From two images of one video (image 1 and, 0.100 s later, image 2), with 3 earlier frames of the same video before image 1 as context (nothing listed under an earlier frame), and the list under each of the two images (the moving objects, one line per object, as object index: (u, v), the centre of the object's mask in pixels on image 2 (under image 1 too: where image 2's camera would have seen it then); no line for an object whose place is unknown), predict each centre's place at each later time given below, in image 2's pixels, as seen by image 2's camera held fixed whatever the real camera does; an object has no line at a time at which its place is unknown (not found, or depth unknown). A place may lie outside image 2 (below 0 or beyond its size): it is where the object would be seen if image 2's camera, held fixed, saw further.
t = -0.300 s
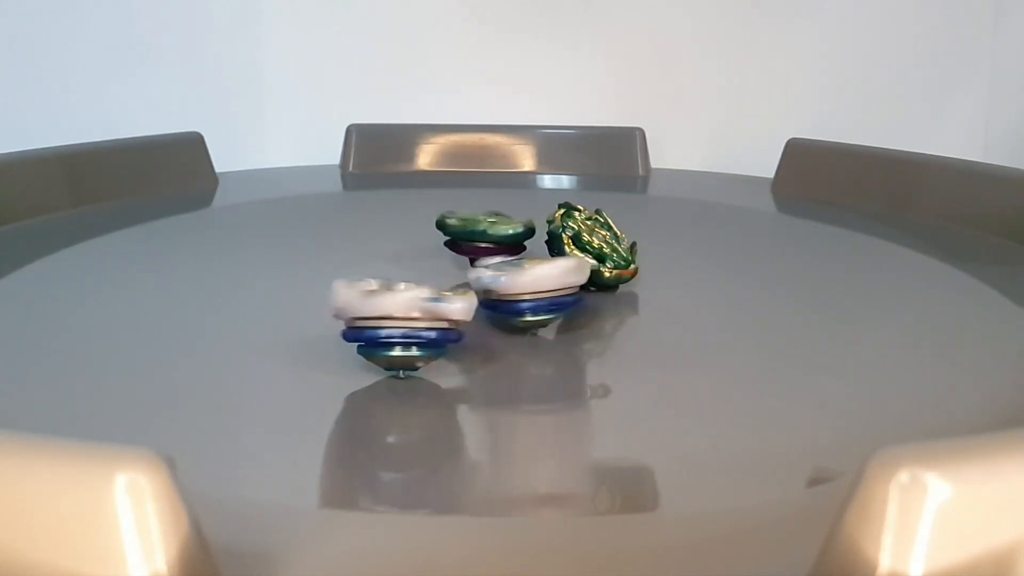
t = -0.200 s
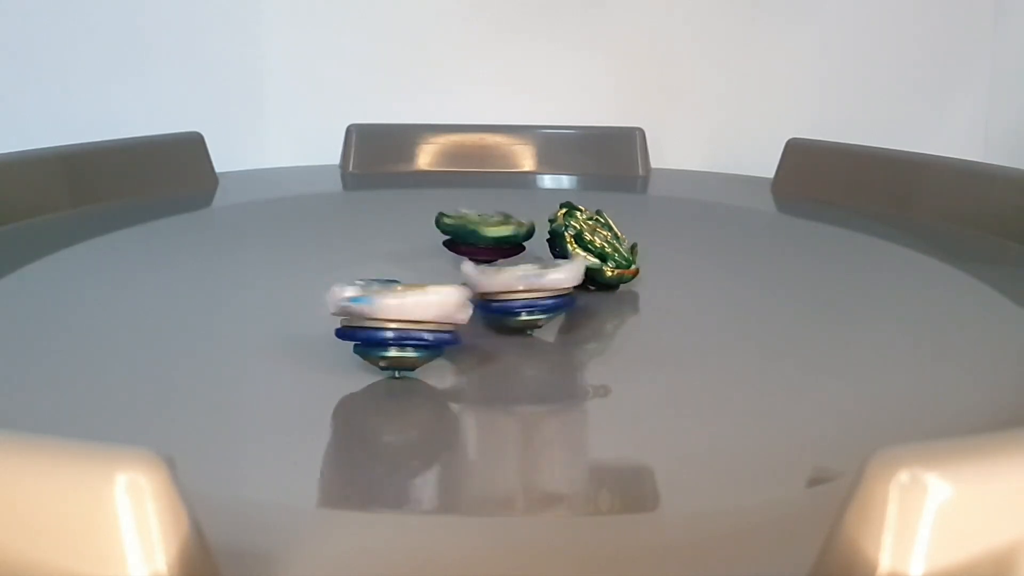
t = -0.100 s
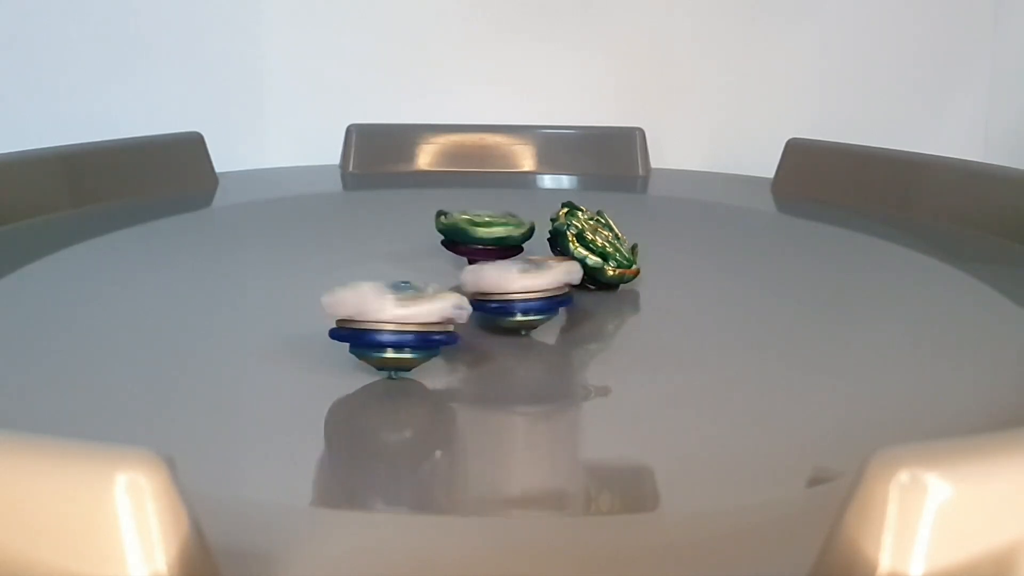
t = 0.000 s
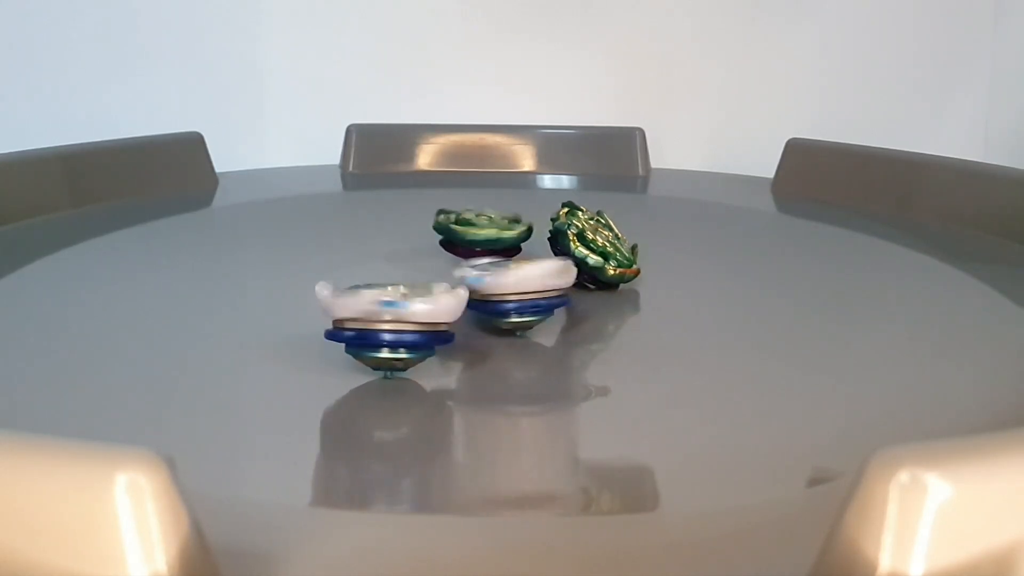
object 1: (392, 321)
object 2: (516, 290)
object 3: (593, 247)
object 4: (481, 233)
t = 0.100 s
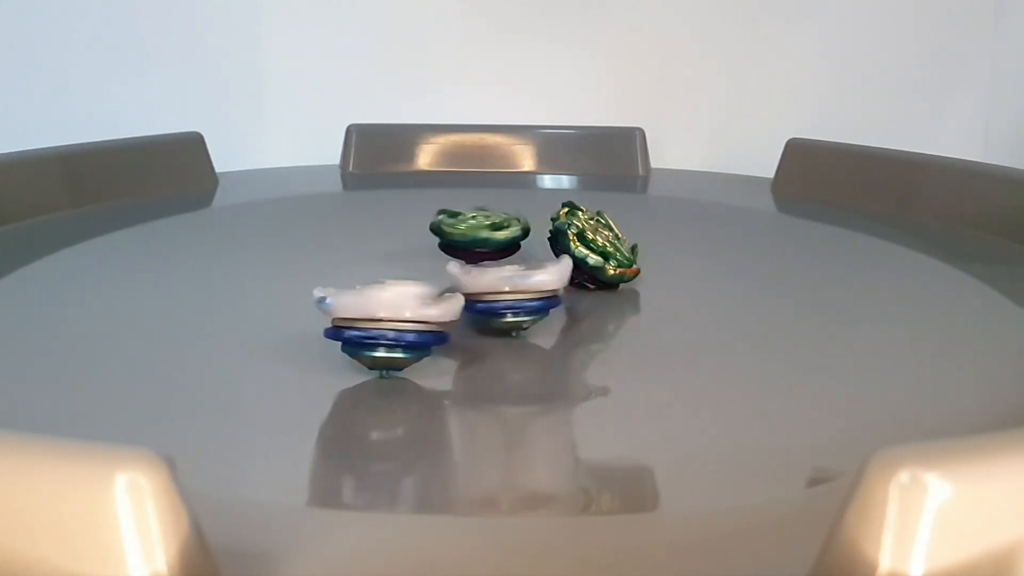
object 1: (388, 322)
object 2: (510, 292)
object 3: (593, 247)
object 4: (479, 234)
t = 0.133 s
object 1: (386, 321)
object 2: (509, 292)
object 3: (593, 247)
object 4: (479, 233)
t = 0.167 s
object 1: (385, 320)
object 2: (508, 291)
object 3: (592, 247)
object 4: (477, 233)
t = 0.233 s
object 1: (383, 320)
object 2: (506, 293)
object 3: (592, 248)
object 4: (476, 234)
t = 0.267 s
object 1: (382, 319)
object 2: (504, 292)
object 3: (592, 248)
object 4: (476, 234)
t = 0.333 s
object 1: (381, 320)
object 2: (500, 292)
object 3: (591, 248)
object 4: (474, 234)
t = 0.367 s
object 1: (379, 321)
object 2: (500, 291)
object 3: (591, 249)
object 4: (475, 235)
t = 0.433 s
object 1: (378, 320)
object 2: (497, 292)
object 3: (591, 248)
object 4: (474, 235)
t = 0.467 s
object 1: (378, 320)
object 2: (495, 292)
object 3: (591, 248)
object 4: (473, 234)
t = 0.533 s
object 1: (374, 320)
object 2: (493, 294)
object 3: (591, 249)
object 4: (473, 235)
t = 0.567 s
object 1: (373, 320)
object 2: (491, 294)
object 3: (591, 249)
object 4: (473, 235)
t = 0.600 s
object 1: (373, 320)
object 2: (488, 293)
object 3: (590, 249)
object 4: (473, 234)
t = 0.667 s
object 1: (370, 319)
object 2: (486, 295)
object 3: (590, 249)
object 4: (473, 235)
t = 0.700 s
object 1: (369, 318)
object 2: (484, 295)
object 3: (590, 249)
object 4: (473, 235)
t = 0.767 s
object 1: (367, 317)
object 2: (482, 294)
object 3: (589, 249)
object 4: (472, 234)
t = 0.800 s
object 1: (367, 317)
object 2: (481, 295)
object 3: (589, 249)
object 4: (472, 235)
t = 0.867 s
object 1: (365, 319)
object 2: (477, 295)
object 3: (588, 249)
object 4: (471, 235)
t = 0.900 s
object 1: (364, 318)
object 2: (475, 294)
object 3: (588, 249)
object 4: (471, 234)
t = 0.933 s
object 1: (365, 317)
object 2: (475, 295)
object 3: (588, 249)
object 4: (470, 234)
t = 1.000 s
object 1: (364, 316)
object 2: (473, 294)
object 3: (588, 249)
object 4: (469, 235)
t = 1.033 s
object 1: (362, 316)
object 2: (472, 294)
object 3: (587, 250)
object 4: (469, 234)
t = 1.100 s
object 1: (361, 316)
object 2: (468, 295)
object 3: (587, 250)
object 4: (467, 234)
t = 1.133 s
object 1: (360, 317)
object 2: (466, 296)
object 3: (587, 250)
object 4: (467, 234)
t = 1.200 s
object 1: (359, 315)
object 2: (464, 294)
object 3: (586, 250)
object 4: (466, 234)
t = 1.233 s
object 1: (355, 315)
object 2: (462, 294)
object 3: (585, 250)
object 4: (465, 233)
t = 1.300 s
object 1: (347, 316)
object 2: (463, 289)
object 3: (585, 250)
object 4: (467, 231)
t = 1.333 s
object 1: (342, 317)
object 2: (463, 287)
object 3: (584, 250)
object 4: (467, 229)
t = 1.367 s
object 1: (339, 319)
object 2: (466, 283)
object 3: (584, 250)
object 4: (467, 228)
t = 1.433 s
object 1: (332, 314)
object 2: (468, 290)
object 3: (583, 250)
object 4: (462, 234)
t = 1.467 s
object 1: (329, 312)
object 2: (470, 290)
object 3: (583, 250)
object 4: (463, 233)
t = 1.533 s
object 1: (322, 311)
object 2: (475, 290)
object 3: (582, 251)
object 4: (464, 230)
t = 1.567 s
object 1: (316, 310)
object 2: (476, 288)
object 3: (581, 251)
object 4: (461, 230)
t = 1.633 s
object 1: (309, 312)
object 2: (475, 287)
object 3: (581, 251)
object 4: (461, 231)
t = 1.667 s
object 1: (306, 312)
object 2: (476, 286)
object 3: (580, 251)
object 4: (462, 231)
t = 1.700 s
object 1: (303, 314)
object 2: (478, 286)
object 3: (580, 250)
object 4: (461, 231)
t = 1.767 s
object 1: (297, 315)
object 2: (483, 286)
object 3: (579, 250)
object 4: (461, 230)
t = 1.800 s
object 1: (296, 315)
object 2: (484, 283)
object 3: (578, 250)
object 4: (461, 229)
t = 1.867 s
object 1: (288, 312)
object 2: (485, 283)
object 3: (578, 250)
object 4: (456, 230)
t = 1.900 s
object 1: (286, 310)
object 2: (486, 285)
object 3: (577, 250)
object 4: (458, 232)
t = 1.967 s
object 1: (281, 307)
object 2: (487, 287)
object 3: (576, 250)
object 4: (459, 231)
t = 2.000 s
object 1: (278, 306)
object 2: (488, 285)
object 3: (575, 250)
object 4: (456, 230)
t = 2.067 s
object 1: (275, 306)
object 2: (493, 284)
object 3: (576, 249)
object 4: (455, 230)
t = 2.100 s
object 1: (273, 306)
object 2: (495, 284)
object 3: (574, 249)
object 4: (454, 231)
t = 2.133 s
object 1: (269, 307)
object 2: (493, 283)
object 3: (574, 249)
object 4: (455, 231)
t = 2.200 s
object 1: (264, 307)
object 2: (496, 283)
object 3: (572, 248)
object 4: (451, 231)
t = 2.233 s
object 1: (263, 307)
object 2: (497, 283)
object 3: (573, 247)
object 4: (451, 231)
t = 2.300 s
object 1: (262, 306)
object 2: (498, 280)
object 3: (571, 247)
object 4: (449, 231)
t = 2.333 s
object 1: (261, 306)
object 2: (498, 280)
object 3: (570, 247)
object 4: (446, 232)
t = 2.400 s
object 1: (259, 307)
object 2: (502, 281)
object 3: (570, 246)
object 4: (448, 233)
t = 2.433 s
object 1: (256, 306)
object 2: (504, 282)
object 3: (568, 245)
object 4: (448, 234)
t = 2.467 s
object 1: (253, 305)
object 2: (503, 281)
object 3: (567, 245)
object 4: (447, 234)
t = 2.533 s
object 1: (252, 303)
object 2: (505, 280)
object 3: (569, 243)
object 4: (446, 235)
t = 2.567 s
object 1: (250, 302)
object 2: (507, 280)
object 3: (568, 242)
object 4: (445, 235)
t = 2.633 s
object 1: (249, 302)
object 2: (506, 279)
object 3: (565, 242)
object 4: (445, 236)
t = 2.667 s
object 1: (251, 302)
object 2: (507, 277)
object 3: (565, 241)
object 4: (443, 236)
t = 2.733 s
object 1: (248, 302)
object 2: (510, 278)
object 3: (565, 239)
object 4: (445, 236)
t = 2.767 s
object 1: (247, 302)
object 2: (511, 278)
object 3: (563, 239)
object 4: (445, 237)
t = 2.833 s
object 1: (248, 301)
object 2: (511, 277)
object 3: (562, 238)
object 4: (442, 238)
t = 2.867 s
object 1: (248, 301)
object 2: (511, 276)
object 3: (564, 238)
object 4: (444, 238)
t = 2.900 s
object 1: (249, 300)
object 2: (513, 276)
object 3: (561, 236)
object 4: (443, 237)
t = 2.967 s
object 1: (252, 301)
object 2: (513, 274)
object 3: (560, 236)
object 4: (442, 237)
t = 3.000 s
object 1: (252, 302)
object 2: (513, 273)
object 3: (561, 236)
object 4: (439, 238)
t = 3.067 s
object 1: (251, 301)
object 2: (514, 273)
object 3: (561, 235)
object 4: (442, 237)
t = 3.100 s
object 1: (251, 300)
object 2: (515, 274)
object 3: (561, 236)
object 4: (442, 238)
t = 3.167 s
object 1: (254, 299)
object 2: (512, 273)
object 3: (560, 237)
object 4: (438, 238)
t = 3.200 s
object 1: (254, 298)
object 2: (512, 273)
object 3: (562, 237)
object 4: (439, 238)
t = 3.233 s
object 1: (255, 298)
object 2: (511, 273)
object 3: (562, 237)
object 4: (438, 237)
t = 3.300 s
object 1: (259, 299)
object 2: (508, 273)
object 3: (561, 238)
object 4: (438, 238)
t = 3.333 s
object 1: (258, 299)
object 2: (507, 273)
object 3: (560, 238)
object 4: (435, 238)
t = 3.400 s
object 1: (259, 299)
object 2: (508, 272)
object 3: (562, 239)
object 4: (436, 239)
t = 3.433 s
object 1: (261, 298)
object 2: (510, 274)
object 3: (559, 238)
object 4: (436, 239)
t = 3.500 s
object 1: (264, 298)
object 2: (505, 272)
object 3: (560, 238)
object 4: (433, 239)
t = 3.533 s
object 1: (266, 299)
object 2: (505, 273)
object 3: (560, 238)
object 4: (434, 239)
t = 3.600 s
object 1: (270, 300)
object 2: (503, 274)
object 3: (559, 238)
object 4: (434, 239)
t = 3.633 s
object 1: (271, 301)
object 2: (502, 274)
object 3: (559, 239)
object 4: (435, 239)
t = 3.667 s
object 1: (272, 300)
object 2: (500, 275)
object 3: (558, 239)
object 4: (433, 239)
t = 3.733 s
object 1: (274, 299)
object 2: (500, 275)
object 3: (558, 239)
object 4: (433, 240)
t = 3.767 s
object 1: (277, 299)
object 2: (500, 275)
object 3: (559, 239)
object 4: (432, 239)
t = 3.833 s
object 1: (279, 298)
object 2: (499, 276)
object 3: (556, 238)
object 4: (432, 240)
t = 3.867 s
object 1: (281, 299)
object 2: (497, 276)
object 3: (555, 239)
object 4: (430, 239)
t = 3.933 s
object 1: (284, 300)
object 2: (496, 274)
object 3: (557, 241)
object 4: (431, 239)
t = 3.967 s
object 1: (283, 300)
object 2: (498, 276)
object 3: (555, 239)
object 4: (431, 239)
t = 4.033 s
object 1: (285, 299)
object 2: (493, 277)
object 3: (553, 242)
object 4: (429, 239)
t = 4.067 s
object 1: (287, 300)
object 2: (494, 276)
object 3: (554, 240)
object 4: (429, 239)
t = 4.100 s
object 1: (287, 300)
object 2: (494, 276)
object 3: (555, 241)
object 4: (429, 239)
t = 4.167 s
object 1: (290, 300)
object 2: (495, 278)
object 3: (552, 240)
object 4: (430, 239)
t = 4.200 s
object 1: (292, 301)
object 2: (492, 278)
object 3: (551, 241)
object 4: (428, 239)
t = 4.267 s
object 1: (292, 303)
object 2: (493, 278)
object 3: (552, 240)
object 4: (426, 240)
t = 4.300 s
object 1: (293, 302)
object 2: (491, 278)
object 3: (554, 240)
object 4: (426, 239)
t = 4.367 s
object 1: (294, 303)
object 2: (491, 278)
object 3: (552, 240)
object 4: (424, 240)
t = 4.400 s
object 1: (295, 303)
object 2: (489, 279)
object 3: (550, 241)
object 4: (424, 240)
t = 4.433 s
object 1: (295, 302)
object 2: (490, 278)
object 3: (551, 240)
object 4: (422, 240)
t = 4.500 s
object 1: (298, 303)
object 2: (491, 279)
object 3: (551, 240)
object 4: (423, 240)
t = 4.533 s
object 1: (299, 304)
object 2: (491, 280)
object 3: (550, 240)
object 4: (423, 241)
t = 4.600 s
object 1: (298, 304)
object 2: (488, 280)
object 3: (549, 241)
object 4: (420, 241)
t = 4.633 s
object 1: (298, 304)
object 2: (488, 280)
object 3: (550, 241)
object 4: (421, 241)
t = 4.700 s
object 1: (300, 304)
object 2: (489, 281)
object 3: (549, 241)
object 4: (420, 242)
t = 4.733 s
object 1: (300, 304)
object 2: (486, 281)
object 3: (549, 241)
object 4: (420, 242)
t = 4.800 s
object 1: (304, 305)
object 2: (486, 280)
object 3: (550, 241)
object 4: (418, 242)
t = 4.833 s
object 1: (304, 306)
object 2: (485, 281)
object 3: (551, 241)
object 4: (420, 242)
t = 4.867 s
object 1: (303, 306)
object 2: (486, 282)
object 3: (549, 241)
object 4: (418, 242)
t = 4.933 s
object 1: (304, 307)
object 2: (484, 282)
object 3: (548, 242)
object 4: (418, 242)
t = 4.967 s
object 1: (305, 307)
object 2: (483, 282)
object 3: (548, 242)
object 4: (417, 242)
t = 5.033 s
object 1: (305, 306)
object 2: (484, 281)
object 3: (550, 242)
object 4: (417, 242)
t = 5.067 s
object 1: (307, 306)
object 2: (485, 283)
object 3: (548, 242)
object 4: (418, 242)
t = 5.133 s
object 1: (309, 308)
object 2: (481, 282)
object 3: (548, 242)
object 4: (415, 241)
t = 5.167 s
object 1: (308, 308)
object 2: (482, 282)
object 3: (549, 243)
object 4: (415, 242)
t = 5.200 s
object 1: (308, 308)
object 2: (482, 283)
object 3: (550, 243)
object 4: (416, 242)
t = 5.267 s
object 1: (311, 308)
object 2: (480, 284)
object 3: (549, 243)
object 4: (413, 242)
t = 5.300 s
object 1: (311, 308)
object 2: (480, 284)
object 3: (548, 243)
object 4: (412, 242)
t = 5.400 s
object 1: (315, 310)
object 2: (482, 285)
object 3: (549, 243)
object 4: (412, 242)
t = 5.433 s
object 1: (313, 310)
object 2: (478, 285)
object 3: (549, 244)
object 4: (409, 242)
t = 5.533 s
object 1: (316, 310)
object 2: (479, 286)
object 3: (550, 244)
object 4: (410, 243)
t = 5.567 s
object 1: (315, 310)
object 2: (480, 286)
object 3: (550, 243)
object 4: (410, 243)
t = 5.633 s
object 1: (317, 310)
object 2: (477, 286)
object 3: (549, 244)
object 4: (407, 243)
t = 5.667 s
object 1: (319, 311)
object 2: (477, 286)
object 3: (549, 244)
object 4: (406, 243)
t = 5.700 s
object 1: (319, 312)
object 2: (478, 286)
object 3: (550, 244)
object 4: (408, 244)
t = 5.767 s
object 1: (317, 314)
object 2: (479, 287)
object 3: (550, 244)
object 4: (407, 244)
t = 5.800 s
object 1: (317, 314)
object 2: (476, 287)
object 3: (550, 244)
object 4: (405, 244)
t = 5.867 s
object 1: (320, 314)
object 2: (477, 287)
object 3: (550, 245)
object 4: (405, 245)
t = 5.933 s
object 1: (321, 314)
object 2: (478, 288)
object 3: (550, 244)
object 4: (405, 245)
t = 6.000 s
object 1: (323, 315)
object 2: (475, 288)
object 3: (549, 245)
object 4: (404, 244)
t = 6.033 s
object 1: (321, 316)
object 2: (475, 288)
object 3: (549, 245)
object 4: (404, 245)
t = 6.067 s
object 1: (321, 316)
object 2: (476, 288)
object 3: (549, 245)
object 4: (405, 245)
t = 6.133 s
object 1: (322, 316)
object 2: (477, 289)
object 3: (549, 244)
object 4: (403, 245)
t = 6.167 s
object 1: (321, 316)
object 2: (475, 289)
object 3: (549, 245)
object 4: (402, 245)
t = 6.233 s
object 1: (322, 316)
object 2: (475, 288)
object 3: (549, 244)
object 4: (402, 245)
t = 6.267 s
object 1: (324, 315)
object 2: (476, 289)
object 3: (550, 244)
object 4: (402, 245)
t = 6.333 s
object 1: (324, 317)
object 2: (476, 290)
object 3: (549, 244)
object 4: (402, 245)
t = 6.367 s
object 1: (322, 318)
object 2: (474, 290)
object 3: (548, 245)
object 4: (399, 244)
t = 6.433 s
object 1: (323, 318)
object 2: (475, 290)
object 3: (548, 244)
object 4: (399, 245)
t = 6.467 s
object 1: (323, 319)
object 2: (475, 290)
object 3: (549, 244)
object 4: (398, 244)
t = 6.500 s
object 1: (324, 320)
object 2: (478, 290)
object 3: (548, 244)
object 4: (398, 245)
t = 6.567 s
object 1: (325, 319)
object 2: (473, 290)
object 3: (548, 244)
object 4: (395, 244)
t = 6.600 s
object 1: (325, 319)
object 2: (475, 290)
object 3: (548, 244)
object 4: (397, 245)
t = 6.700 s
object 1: (323, 319)
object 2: (477, 292)
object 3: (547, 244)
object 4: (394, 245)
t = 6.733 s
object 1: (323, 319)
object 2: (475, 292)
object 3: (547, 244)
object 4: (392, 245)
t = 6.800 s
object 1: (324, 321)
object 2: (477, 291)
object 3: (548, 244)
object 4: (392, 246)
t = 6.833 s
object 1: (323, 321)
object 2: (477, 292)
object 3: (549, 244)
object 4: (391, 246)
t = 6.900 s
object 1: (324, 320)
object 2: (476, 292)
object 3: (548, 244)
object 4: (390, 246)
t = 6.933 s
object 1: (324, 319)
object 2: (475, 292)
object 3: (548, 244)
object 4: (390, 245)
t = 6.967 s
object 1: (323, 319)
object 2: (477, 291)
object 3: (548, 244)
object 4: (391, 246)
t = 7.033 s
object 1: (323, 320)
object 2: (478, 293)
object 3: (549, 243)
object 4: (391, 246)
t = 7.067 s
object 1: (324, 320)
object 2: (478, 294)
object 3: (547, 244)
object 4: (390, 247)
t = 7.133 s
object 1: (323, 322)
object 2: (477, 293)
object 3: (547, 245)
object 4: (389, 247)
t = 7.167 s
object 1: (323, 321)
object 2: (478, 293)
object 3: (547, 244)
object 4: (388, 247)
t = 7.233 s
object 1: (322, 321)
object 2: (480, 294)
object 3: (548, 243)
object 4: (388, 247)
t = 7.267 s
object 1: (321, 321)
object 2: (478, 294)
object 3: (548, 244)
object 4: (387, 246)
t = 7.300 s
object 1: (321, 320)
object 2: (476, 294)
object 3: (547, 244)
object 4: (386, 245)
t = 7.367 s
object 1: (322, 321)
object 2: (478, 294)
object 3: (548, 244)
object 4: (388, 247)
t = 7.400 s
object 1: (322, 322)
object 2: (480, 294)
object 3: (549, 243)
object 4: (386, 247)
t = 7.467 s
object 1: (320, 322)
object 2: (478, 296)
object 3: (547, 244)
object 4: (385, 247)
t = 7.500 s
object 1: (319, 321)
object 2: (478, 295)
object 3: (546, 244)
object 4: (384, 247)
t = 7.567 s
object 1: (319, 321)
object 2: (479, 295)
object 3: (548, 244)
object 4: (384, 246)
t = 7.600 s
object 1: (317, 322)
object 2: (480, 294)
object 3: (548, 243)
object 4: (383, 246)
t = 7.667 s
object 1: (316, 321)
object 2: (477, 295)
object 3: (547, 244)
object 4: (381, 247)
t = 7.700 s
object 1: (317, 322)
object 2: (478, 294)
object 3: (547, 244)
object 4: (381, 248)
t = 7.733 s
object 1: (314, 322)
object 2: (480, 295)
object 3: (548, 244)
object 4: (380, 248)
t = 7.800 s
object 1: (313, 322)
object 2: (482, 297)
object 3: (547, 244)
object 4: (379, 249)
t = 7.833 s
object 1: (312, 321)
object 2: (480, 296)
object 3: (547, 244)
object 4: (378, 248)
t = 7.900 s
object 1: (310, 321)
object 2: (481, 295)
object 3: (547, 244)
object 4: (378, 248)
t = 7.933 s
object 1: (310, 321)
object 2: (480, 295)
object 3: (548, 243)
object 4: (377, 249)
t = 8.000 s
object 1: (310, 322)
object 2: (480, 296)
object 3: (548, 243)
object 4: (376, 250)
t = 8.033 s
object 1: (309, 324)
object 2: (478, 295)
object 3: (548, 244)
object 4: (376, 250)
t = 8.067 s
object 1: (307, 324)
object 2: (479, 295)
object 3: (547, 244)
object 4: (376, 250)
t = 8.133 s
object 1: (307, 323)
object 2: (481, 296)
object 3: (548, 243)
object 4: (376, 250)
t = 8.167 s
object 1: (307, 323)
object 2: (482, 297)
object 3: (547, 243)
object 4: (376, 249)
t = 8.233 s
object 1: (303, 323)
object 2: (480, 297)
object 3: (546, 244)
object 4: (376, 250)
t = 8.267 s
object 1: (302, 323)
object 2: (481, 296)
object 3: (547, 244)
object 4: (376, 250)
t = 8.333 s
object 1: (300, 323)
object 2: (482, 296)
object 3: (548, 243)
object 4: (375, 251)
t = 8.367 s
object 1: (298, 324)
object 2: (482, 296)
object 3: (547, 243)
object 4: (375, 251)
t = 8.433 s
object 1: (298, 323)
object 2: (480, 296)
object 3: (547, 244)
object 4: (375, 250)
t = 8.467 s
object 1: (296, 322)
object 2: (481, 296)
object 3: (548, 243)
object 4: (374, 250)
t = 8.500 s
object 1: (295, 321)
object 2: (482, 297)
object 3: (548, 243)
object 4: (374, 250)
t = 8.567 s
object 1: (293, 321)
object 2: (483, 297)
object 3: (546, 244)
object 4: (373, 250)
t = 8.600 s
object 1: (293, 321)
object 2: (480, 297)
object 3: (546, 244)
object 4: (372, 250)
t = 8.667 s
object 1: (292, 322)
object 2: (482, 297)
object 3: (548, 244)
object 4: (371, 250)
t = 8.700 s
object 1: (290, 322)
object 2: (483, 296)
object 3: (548, 243)
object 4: (371, 250)
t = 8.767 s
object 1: (292, 321)
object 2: (481, 295)
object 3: (548, 243)
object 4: (370, 250)
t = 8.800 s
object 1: (291, 321)
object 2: (480, 296)
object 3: (547, 244)
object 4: (368, 250)
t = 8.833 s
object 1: (289, 321)
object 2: (482, 296)
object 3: (547, 243)
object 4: (368, 250)
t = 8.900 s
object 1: (287, 321)
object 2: (484, 298)
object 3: (547, 243)
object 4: (367, 251)
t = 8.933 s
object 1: (286, 321)
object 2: (484, 298)
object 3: (546, 243)
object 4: (367, 251)
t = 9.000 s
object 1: (284, 322)
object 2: (482, 297)
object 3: (546, 244)
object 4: (366, 252)
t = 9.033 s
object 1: (284, 321)
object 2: (483, 297)
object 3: (547, 243)
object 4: (366, 252)
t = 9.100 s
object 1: (283, 319)
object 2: (484, 296)
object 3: (547, 243)
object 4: (365, 252)
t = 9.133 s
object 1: (281, 319)
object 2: (483, 296)
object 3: (547, 243)
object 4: (365, 252)
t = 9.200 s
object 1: (279, 319)
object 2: (482, 296)
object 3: (547, 243)
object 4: (365, 252)
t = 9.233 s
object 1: (279, 319)
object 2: (484, 296)
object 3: (548, 243)
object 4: (365, 252)
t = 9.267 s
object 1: (280, 319)
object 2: (484, 298)
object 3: (547, 243)
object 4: (365, 252)
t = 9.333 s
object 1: (279, 318)
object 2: (483, 297)
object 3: (546, 244)
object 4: (365, 252)
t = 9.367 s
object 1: (280, 318)
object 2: (483, 297)
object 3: (546, 244)
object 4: (365, 253)
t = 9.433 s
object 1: (281, 318)
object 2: (484, 296)
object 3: (548, 243)
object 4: (365, 252)
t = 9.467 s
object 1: (278, 318)
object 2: (485, 296)
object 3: (547, 243)
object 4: (365, 252)
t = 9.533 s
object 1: (276, 317)
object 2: (483, 296)
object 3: (547, 243)
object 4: (364, 252)
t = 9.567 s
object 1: (277, 317)
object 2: (483, 295)
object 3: (547, 243)
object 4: (364, 252)
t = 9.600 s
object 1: (277, 318)
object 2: (484, 296)
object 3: (548, 243)
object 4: (363, 252)
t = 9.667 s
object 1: (277, 317)
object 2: (486, 298)
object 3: (547, 243)
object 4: (363, 252)
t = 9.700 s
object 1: (279, 317)
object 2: (484, 298)
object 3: (546, 243)
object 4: (362, 252)
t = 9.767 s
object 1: (278, 316)
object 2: (486, 296)
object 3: (547, 243)
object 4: (361, 252)
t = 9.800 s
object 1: (276, 315)
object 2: (485, 296)
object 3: (548, 243)
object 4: (361, 252)
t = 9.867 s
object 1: (276, 315)
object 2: (485, 296)
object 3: (547, 242)
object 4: (359, 253)
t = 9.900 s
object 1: (278, 315)
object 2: (483, 295)
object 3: (547, 243)
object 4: (360, 252)
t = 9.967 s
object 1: (278, 314)
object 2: (486, 296)
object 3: (548, 243)
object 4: (359, 253)
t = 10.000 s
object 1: (281, 314)
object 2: (487, 296)
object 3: (549, 242)
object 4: (359, 252)
